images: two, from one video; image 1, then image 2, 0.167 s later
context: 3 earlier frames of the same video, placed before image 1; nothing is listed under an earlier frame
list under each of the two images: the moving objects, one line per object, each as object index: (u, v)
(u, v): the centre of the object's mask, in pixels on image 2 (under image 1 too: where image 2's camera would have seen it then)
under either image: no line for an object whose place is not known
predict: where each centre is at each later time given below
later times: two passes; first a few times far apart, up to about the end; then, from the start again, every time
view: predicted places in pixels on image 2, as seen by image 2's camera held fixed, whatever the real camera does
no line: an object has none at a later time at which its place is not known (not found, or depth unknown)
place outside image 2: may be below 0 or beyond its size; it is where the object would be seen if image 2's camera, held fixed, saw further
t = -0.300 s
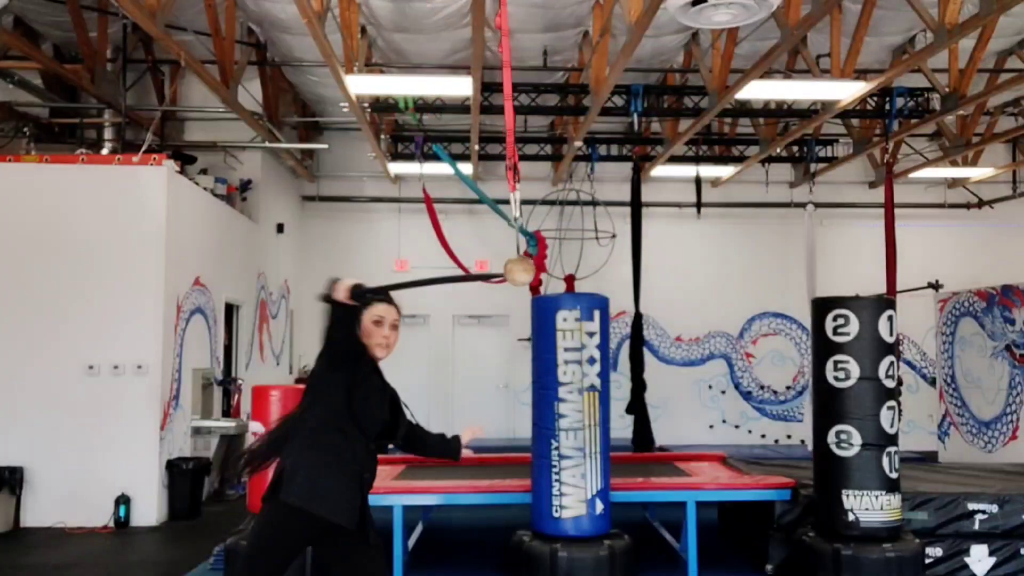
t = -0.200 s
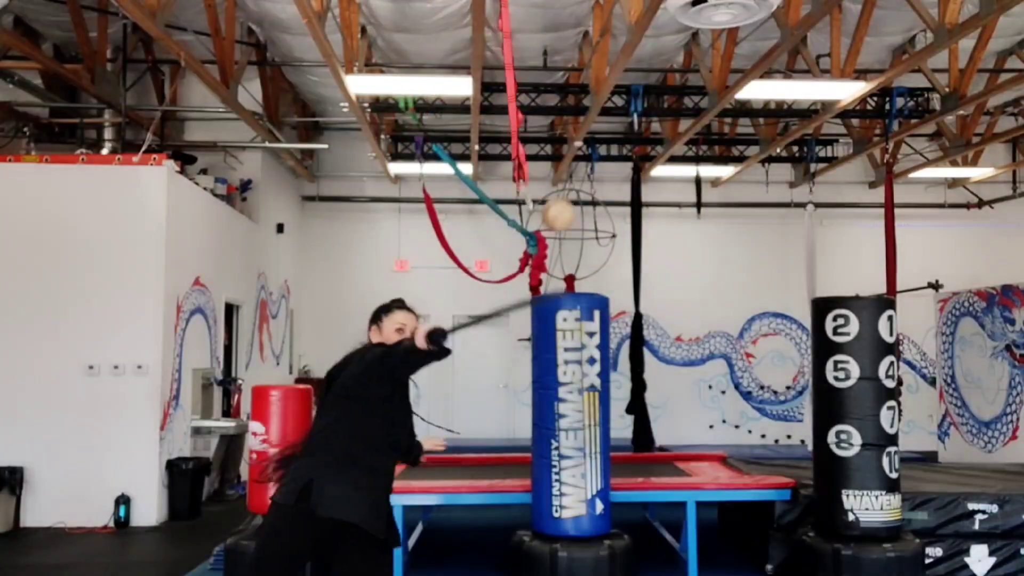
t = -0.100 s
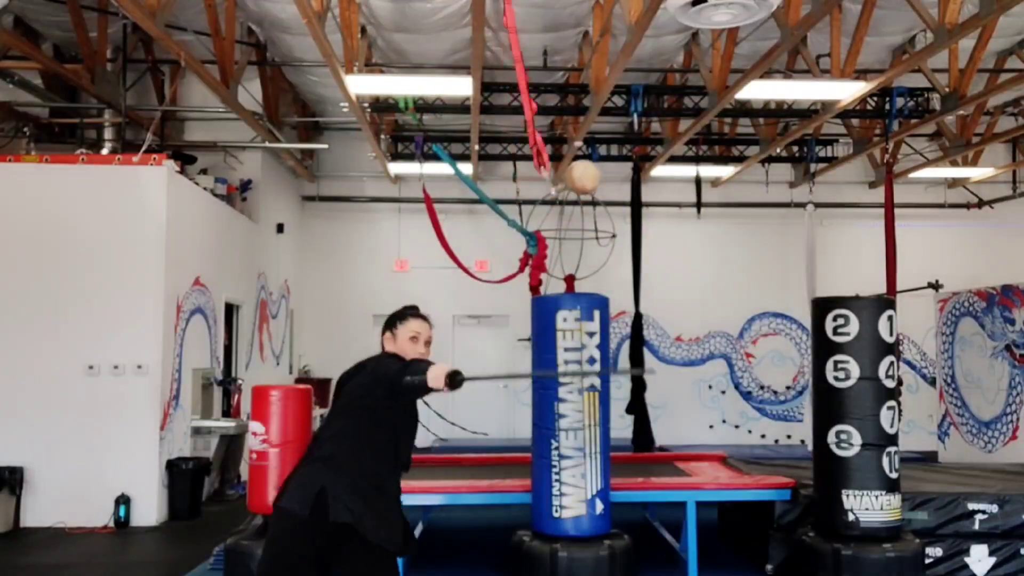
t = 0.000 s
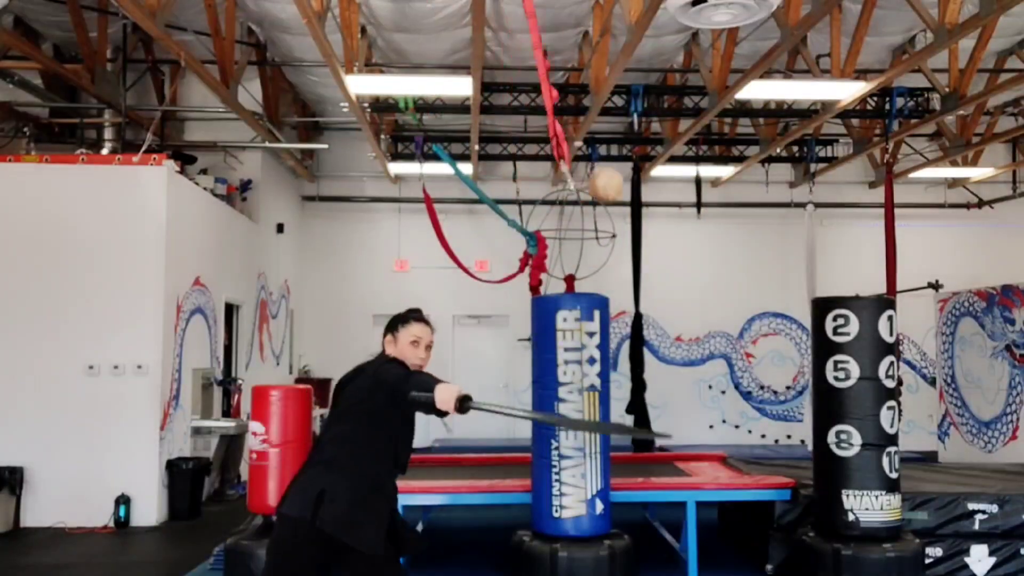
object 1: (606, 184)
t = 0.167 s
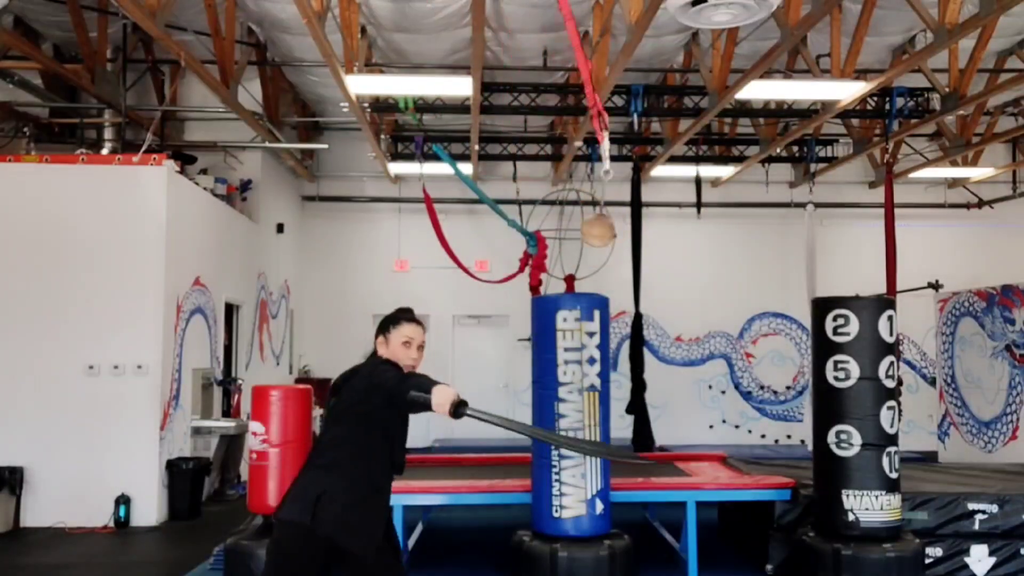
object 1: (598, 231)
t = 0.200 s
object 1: (592, 225)
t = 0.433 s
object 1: (573, 254)
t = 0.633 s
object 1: (542, 253)
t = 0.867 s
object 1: (472, 269)
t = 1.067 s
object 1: (441, 279)
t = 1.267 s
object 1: (427, 275)
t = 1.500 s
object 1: (426, 258)
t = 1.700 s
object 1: (451, 276)
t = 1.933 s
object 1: (481, 282)
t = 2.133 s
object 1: (512, 279)
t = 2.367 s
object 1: (547, 264)
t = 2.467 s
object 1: (549, 264)
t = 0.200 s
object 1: (592, 225)
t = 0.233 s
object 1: (587, 222)
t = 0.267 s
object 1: (583, 222)
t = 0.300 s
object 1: (579, 224)
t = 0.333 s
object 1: (576, 231)
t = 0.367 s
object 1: (574, 240)
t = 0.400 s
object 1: (574, 249)
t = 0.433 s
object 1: (573, 254)
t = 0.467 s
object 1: (571, 255)
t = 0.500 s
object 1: (568, 251)
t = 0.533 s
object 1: (564, 248)
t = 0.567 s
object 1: (558, 246)
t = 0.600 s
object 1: (550, 247)
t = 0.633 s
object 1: (542, 253)
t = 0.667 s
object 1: (534, 260)
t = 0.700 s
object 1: (524, 269)
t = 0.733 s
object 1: (513, 276)
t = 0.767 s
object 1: (501, 278)
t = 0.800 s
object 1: (490, 275)
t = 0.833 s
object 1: (480, 271)
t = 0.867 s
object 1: (472, 269)
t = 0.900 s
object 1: (464, 269)
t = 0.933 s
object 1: (457, 270)
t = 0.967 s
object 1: (451, 275)
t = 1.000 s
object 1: (446, 279)
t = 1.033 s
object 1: (443, 281)
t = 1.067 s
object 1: (441, 279)
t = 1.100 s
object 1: (439, 276)
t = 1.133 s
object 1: (437, 273)
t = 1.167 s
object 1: (436, 271)
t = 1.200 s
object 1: (433, 272)
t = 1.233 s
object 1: (430, 273)
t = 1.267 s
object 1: (427, 275)
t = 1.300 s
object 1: (425, 275)
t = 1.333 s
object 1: (422, 273)
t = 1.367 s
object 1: (421, 269)
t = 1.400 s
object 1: (421, 264)
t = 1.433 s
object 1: (422, 260)
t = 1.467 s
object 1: (423, 258)
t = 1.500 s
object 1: (426, 258)
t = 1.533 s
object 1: (428, 261)
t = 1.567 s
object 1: (431, 266)
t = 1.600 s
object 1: (435, 271)
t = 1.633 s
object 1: (441, 275)
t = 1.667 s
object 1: (446, 276)
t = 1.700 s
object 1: (451, 276)
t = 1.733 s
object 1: (457, 275)
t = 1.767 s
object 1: (461, 275)
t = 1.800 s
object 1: (466, 276)
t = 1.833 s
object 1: (470, 278)
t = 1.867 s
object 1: (474, 281)
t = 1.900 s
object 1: (478, 283)
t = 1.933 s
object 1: (481, 282)
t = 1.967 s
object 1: (485, 280)
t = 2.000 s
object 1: (490, 278)
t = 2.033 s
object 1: (494, 277)
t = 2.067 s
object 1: (500, 277)
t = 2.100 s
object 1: (506, 277)
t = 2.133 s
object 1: (512, 279)
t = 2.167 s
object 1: (519, 279)
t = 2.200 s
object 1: (527, 278)
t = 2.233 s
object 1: (532, 274)
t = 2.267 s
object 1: (537, 270)
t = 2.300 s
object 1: (541, 266)
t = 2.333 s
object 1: (544, 264)
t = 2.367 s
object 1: (547, 264)
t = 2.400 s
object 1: (549, 265)
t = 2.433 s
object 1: (549, 265)
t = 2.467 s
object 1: (549, 264)
